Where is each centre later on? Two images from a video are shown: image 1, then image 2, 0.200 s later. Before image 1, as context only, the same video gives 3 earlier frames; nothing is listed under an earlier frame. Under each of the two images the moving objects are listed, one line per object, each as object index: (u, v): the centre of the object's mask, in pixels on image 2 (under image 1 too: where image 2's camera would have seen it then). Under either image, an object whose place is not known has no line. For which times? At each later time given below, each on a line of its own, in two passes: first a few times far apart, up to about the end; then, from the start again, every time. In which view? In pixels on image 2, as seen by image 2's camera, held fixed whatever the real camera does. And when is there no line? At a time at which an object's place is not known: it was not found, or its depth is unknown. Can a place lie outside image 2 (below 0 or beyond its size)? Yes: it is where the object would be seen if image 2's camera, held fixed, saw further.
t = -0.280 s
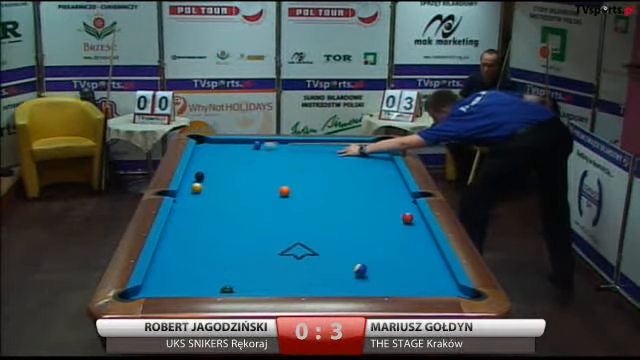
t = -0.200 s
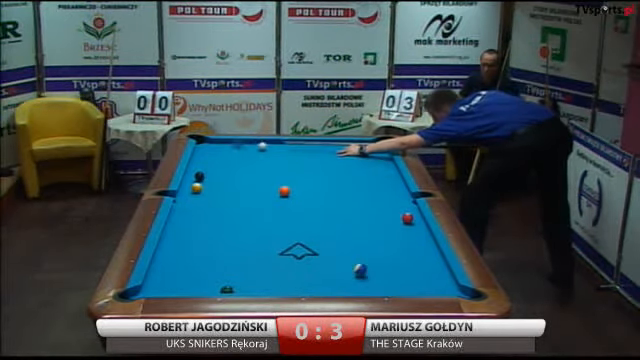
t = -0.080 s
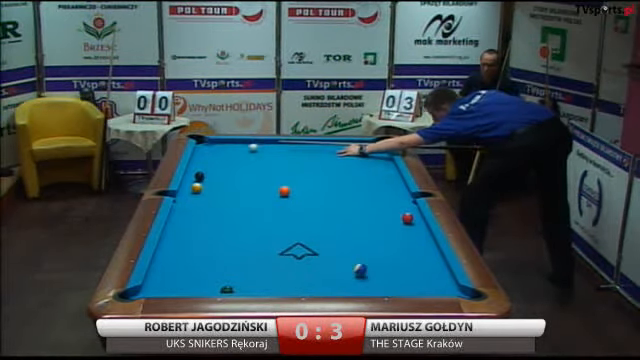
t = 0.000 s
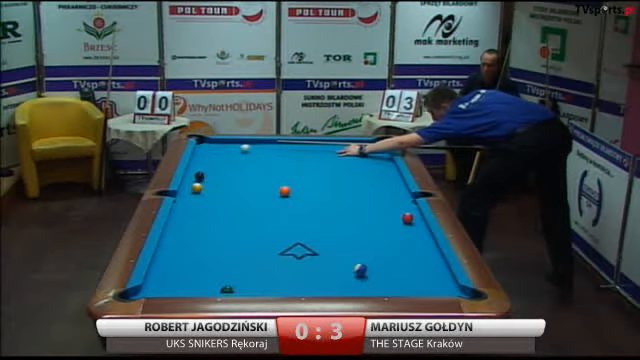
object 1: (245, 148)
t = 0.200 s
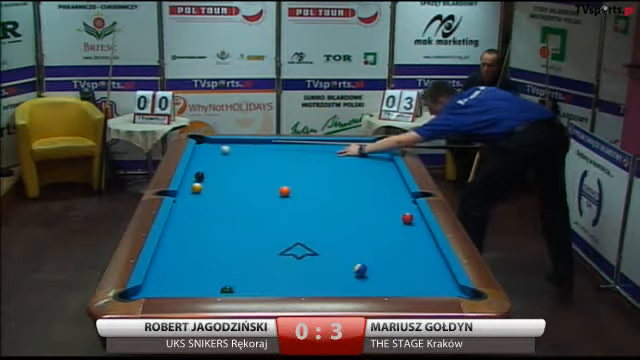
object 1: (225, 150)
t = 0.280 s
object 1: (217, 151)
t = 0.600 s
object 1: (202, 153)
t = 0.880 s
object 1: (217, 155)
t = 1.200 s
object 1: (233, 158)
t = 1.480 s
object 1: (247, 159)
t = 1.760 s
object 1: (260, 162)
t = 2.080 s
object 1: (275, 164)
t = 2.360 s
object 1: (286, 165)
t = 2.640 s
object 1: (297, 167)
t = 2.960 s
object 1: (308, 168)
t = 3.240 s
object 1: (317, 169)
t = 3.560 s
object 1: (326, 170)
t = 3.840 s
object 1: (333, 171)
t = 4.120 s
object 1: (340, 171)
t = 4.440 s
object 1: (345, 172)
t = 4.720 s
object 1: (349, 172)
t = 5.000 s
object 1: (353, 172)
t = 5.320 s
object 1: (355, 172)
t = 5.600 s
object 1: (356, 172)
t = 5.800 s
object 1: (356, 172)
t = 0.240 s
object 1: (221, 150)
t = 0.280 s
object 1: (217, 151)
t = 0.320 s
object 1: (213, 151)
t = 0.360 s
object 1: (209, 151)
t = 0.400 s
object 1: (205, 152)
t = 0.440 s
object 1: (201, 152)
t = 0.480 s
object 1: (197, 152)
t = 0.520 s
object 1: (197, 152)
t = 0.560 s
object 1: (199, 153)
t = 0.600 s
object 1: (202, 153)
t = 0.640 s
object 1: (204, 153)
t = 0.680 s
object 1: (206, 154)
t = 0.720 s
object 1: (208, 154)
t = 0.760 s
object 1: (211, 154)
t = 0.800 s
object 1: (213, 154)
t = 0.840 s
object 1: (215, 155)
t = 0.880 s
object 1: (217, 155)
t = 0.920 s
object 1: (219, 156)
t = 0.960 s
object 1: (221, 156)
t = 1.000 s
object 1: (223, 156)
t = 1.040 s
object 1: (225, 156)
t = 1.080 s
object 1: (227, 157)
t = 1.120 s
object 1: (230, 157)
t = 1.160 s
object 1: (232, 157)
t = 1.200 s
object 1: (233, 158)
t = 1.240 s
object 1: (236, 158)
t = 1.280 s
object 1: (237, 158)
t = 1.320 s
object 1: (239, 158)
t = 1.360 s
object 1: (241, 159)
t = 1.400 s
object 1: (243, 159)
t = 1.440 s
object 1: (245, 159)
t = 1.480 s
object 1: (247, 159)
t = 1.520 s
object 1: (250, 160)
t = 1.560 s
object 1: (251, 160)
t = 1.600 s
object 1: (253, 160)
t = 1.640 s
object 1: (255, 161)
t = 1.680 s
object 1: (256, 161)
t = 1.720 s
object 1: (258, 161)
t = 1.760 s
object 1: (260, 162)
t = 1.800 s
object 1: (262, 162)
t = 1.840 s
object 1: (264, 162)
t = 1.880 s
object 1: (266, 162)
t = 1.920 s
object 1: (268, 163)
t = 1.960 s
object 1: (269, 163)
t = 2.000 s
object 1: (271, 163)
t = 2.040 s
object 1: (273, 163)
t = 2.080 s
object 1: (275, 164)
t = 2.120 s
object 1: (276, 164)
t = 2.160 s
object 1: (278, 164)
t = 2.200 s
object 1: (279, 164)
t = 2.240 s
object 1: (281, 164)
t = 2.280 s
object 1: (283, 165)
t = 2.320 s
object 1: (284, 165)
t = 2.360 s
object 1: (286, 165)
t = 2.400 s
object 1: (287, 165)
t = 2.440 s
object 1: (289, 165)
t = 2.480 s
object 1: (291, 166)
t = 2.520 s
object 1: (292, 166)
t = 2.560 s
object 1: (294, 166)
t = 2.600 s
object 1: (295, 167)
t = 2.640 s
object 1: (297, 167)
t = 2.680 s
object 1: (298, 167)
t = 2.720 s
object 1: (299, 167)
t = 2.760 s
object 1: (301, 167)
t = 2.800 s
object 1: (303, 167)
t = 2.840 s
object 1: (304, 167)
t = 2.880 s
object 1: (305, 168)
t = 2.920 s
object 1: (307, 168)
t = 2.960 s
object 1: (308, 168)
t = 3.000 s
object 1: (309, 168)
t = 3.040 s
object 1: (311, 168)
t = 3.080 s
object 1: (312, 169)
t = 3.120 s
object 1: (313, 169)
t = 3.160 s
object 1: (314, 169)
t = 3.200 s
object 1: (316, 169)
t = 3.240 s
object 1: (317, 169)
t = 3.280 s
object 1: (318, 169)
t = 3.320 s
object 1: (319, 169)
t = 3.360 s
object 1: (320, 169)
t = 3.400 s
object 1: (322, 169)
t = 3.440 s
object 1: (323, 170)
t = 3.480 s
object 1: (324, 170)
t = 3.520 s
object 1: (325, 170)
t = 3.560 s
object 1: (326, 170)
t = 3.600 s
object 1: (327, 170)
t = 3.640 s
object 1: (328, 170)
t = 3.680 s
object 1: (329, 170)
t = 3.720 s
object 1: (331, 170)
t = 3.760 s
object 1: (331, 171)
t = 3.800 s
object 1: (332, 171)
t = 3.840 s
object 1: (333, 171)
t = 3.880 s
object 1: (334, 171)
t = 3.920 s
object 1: (335, 171)
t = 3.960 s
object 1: (336, 171)
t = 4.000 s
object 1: (337, 171)
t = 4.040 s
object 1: (338, 171)
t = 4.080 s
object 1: (339, 171)
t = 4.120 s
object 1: (340, 171)
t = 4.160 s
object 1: (340, 171)
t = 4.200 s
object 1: (341, 171)
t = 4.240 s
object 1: (342, 172)
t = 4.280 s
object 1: (343, 171)
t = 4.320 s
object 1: (343, 172)
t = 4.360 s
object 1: (344, 172)
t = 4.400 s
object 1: (344, 172)
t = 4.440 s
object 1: (345, 172)
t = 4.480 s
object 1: (346, 172)
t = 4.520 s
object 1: (347, 172)
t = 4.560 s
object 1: (347, 172)
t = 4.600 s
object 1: (348, 172)
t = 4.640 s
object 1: (348, 172)
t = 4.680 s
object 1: (349, 172)
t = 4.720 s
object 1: (349, 172)
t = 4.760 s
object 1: (350, 172)
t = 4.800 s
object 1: (351, 172)
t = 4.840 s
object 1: (351, 172)
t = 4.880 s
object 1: (352, 172)
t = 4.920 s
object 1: (352, 172)
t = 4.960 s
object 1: (353, 172)
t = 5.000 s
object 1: (353, 172)
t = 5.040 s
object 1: (353, 172)
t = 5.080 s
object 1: (353, 172)
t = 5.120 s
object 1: (354, 172)
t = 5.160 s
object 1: (354, 172)
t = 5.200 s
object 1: (354, 172)
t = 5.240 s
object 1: (354, 172)
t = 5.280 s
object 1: (355, 172)
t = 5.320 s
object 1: (355, 172)
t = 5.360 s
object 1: (355, 172)
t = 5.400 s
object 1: (356, 172)
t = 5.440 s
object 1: (356, 172)
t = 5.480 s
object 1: (356, 172)
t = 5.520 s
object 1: (356, 172)
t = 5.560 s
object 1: (356, 172)
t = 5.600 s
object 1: (356, 172)
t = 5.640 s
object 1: (356, 172)
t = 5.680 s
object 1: (356, 172)
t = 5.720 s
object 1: (356, 172)
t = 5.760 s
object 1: (356, 172)
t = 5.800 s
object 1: (356, 172)
